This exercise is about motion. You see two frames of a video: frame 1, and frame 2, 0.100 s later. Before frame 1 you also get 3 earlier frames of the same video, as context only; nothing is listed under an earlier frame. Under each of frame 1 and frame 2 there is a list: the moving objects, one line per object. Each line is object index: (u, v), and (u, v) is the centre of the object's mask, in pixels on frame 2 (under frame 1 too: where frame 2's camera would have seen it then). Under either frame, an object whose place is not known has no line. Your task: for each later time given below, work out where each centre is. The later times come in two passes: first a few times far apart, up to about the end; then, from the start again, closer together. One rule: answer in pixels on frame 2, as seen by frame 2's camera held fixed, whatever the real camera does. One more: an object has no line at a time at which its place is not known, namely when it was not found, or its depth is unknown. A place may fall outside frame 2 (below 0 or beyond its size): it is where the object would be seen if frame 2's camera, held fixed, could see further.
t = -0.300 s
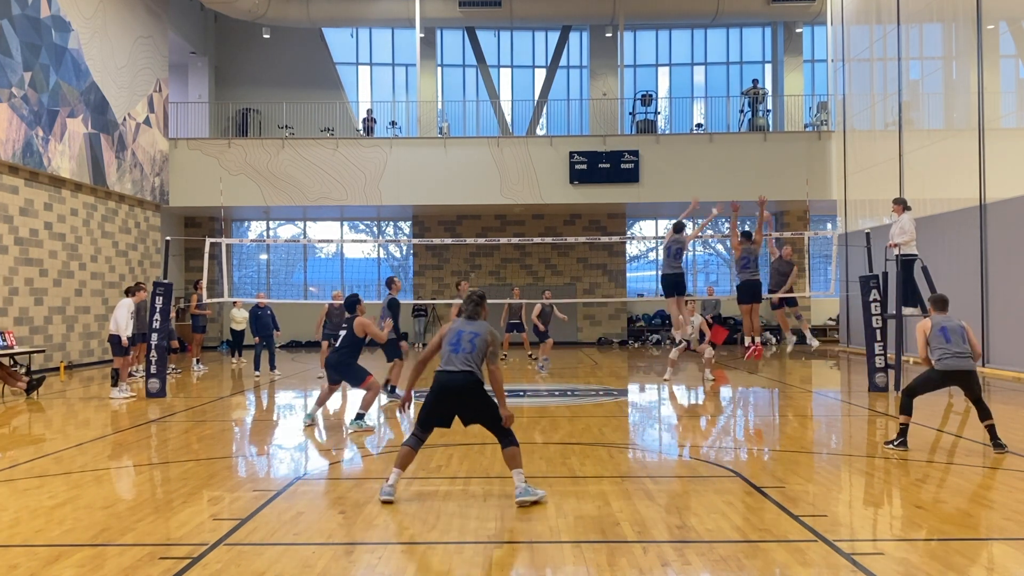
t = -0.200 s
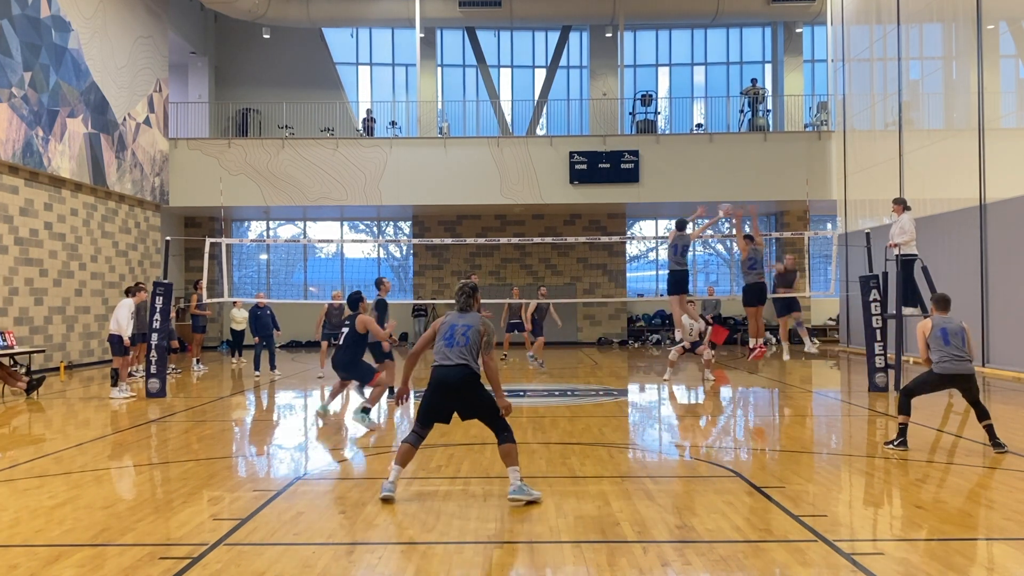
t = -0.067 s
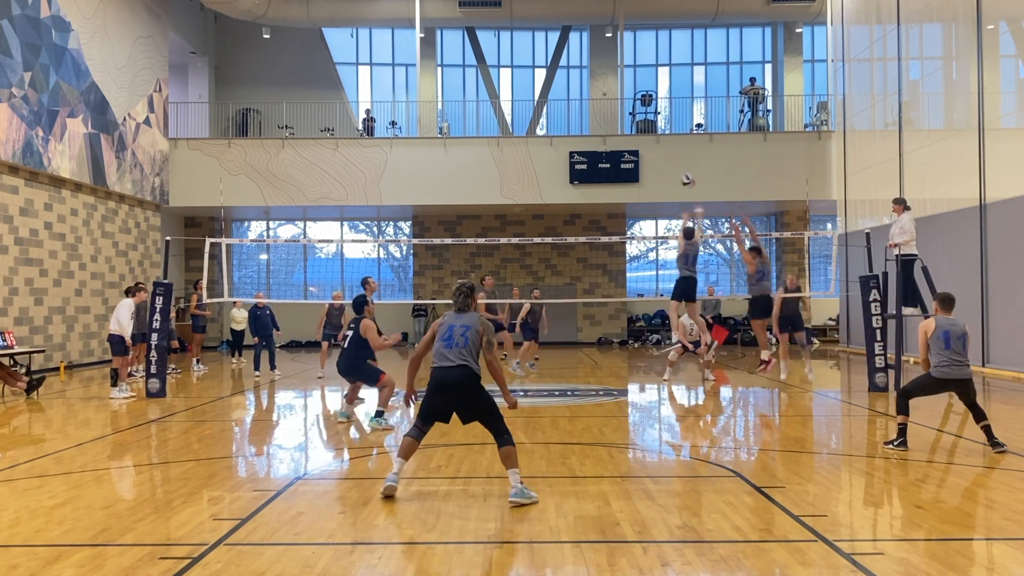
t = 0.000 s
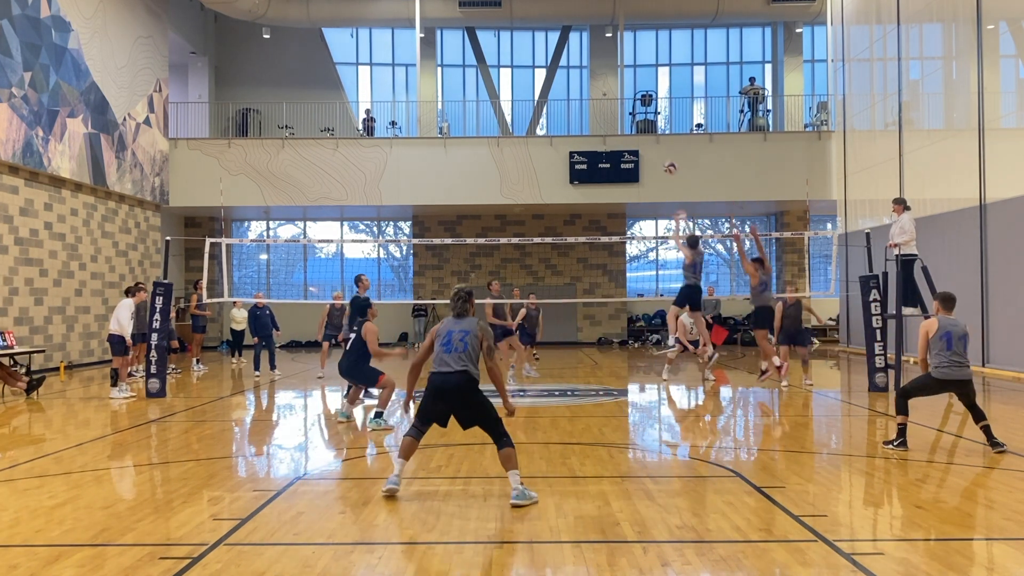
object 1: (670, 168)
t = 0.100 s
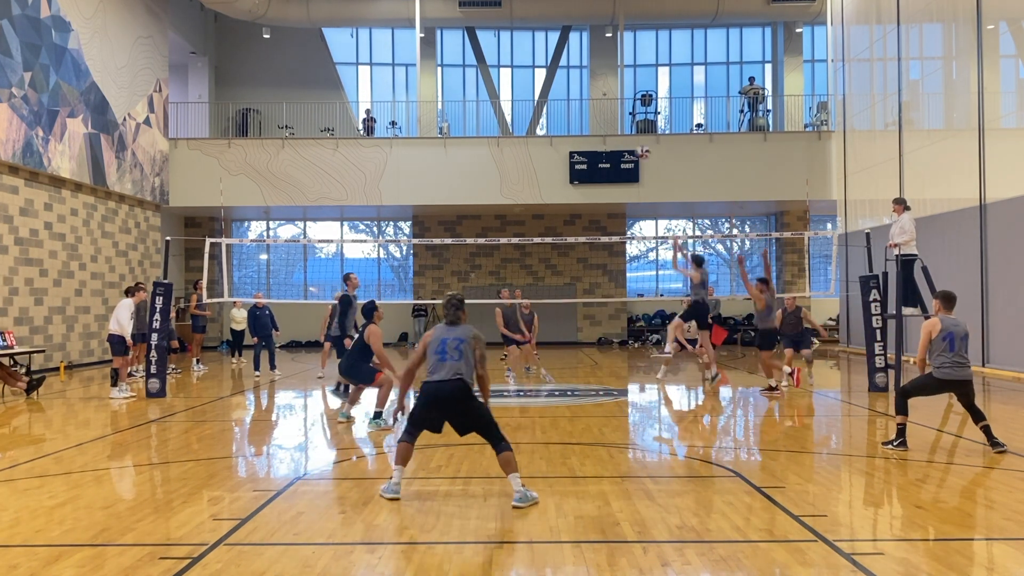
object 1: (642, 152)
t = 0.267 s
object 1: (598, 142)
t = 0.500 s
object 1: (531, 160)
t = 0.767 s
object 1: (454, 231)
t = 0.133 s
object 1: (634, 150)
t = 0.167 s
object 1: (624, 146)
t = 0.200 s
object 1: (615, 143)
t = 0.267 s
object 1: (598, 142)
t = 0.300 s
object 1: (588, 142)
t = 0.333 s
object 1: (578, 143)
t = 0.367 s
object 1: (570, 145)
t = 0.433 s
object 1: (550, 150)
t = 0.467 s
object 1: (541, 156)
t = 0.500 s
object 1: (531, 160)
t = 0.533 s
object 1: (521, 167)
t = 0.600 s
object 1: (503, 180)
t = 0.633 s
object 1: (493, 189)
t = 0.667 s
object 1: (483, 199)
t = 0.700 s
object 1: (473, 209)
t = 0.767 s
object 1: (454, 231)
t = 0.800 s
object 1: (444, 245)
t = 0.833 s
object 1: (435, 259)
